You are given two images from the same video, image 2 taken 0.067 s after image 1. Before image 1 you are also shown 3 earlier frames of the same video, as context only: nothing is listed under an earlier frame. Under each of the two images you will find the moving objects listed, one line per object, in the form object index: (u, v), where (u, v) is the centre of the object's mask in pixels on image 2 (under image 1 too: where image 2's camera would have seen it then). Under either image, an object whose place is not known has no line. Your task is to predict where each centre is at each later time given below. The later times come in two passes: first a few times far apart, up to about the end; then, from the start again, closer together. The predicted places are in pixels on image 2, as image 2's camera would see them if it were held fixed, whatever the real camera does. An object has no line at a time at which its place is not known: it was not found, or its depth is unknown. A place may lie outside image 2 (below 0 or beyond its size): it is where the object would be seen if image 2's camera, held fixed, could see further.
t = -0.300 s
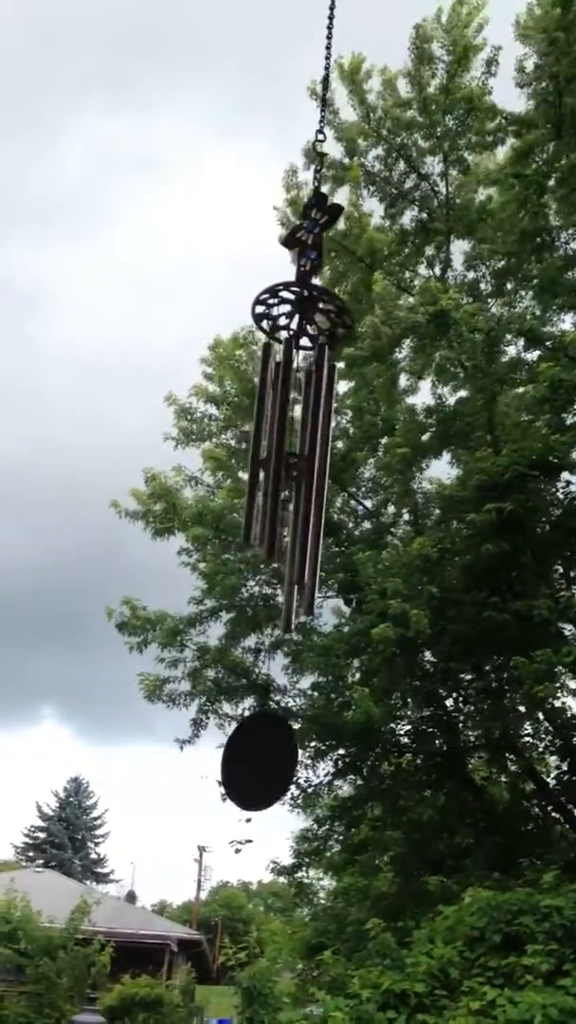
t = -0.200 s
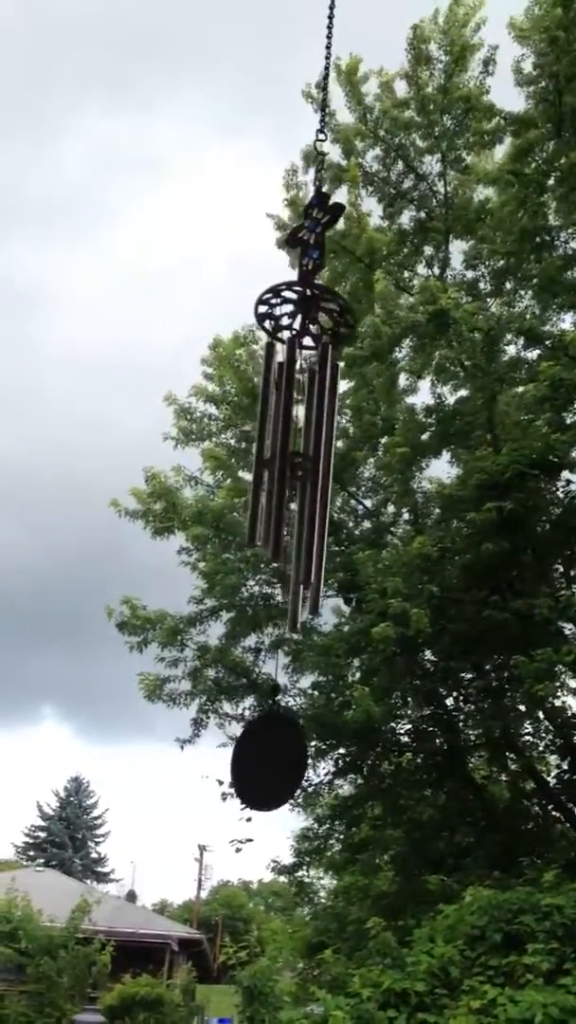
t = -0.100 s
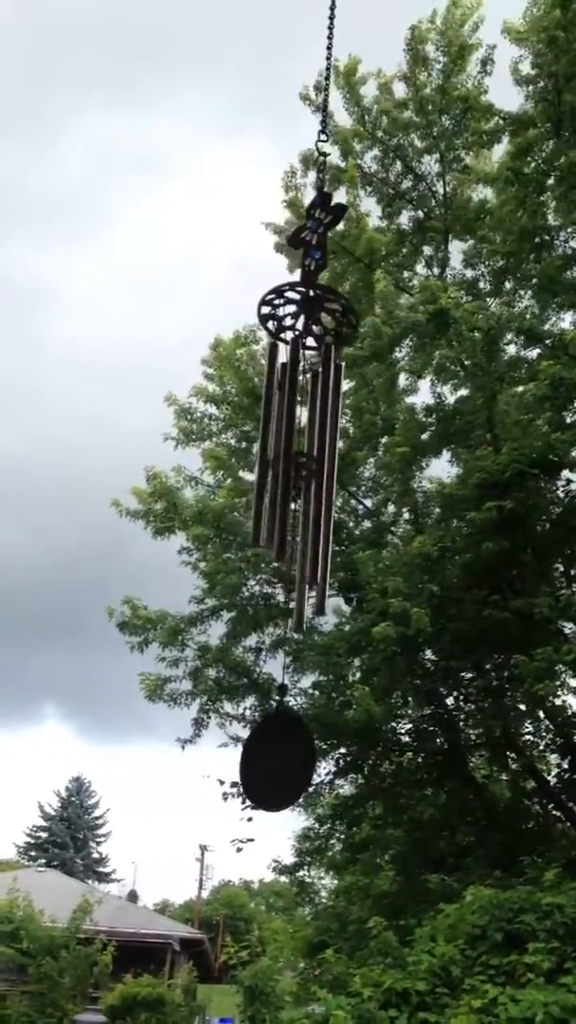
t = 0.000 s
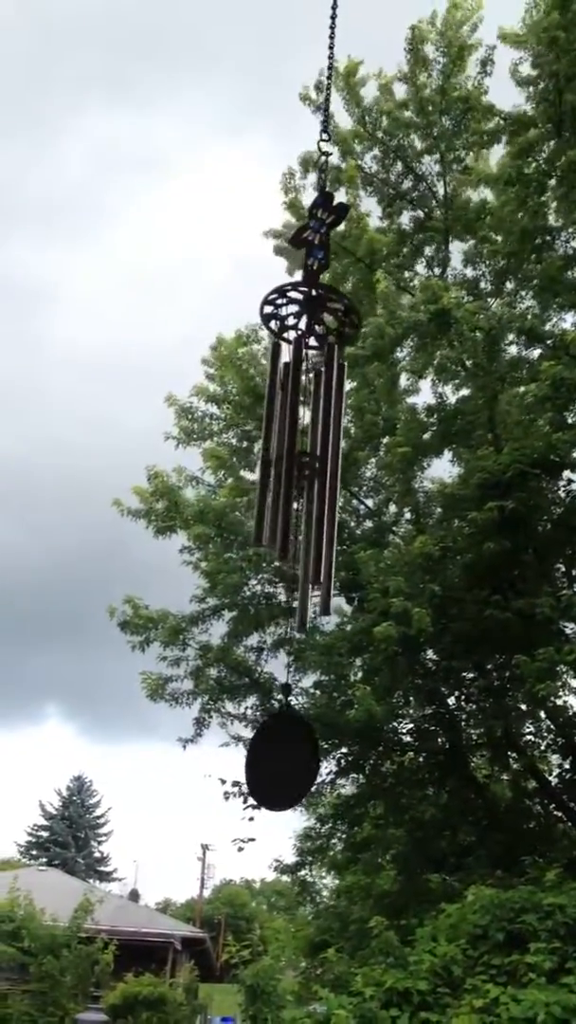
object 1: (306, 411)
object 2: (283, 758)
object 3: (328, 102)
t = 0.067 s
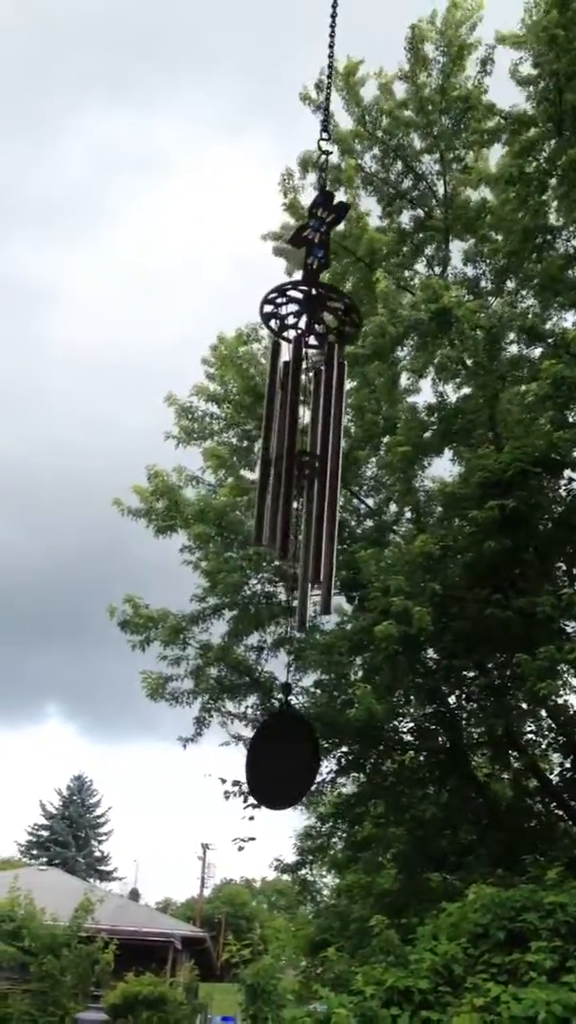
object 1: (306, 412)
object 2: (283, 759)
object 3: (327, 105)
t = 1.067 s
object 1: (278, 410)
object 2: (229, 754)
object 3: (312, 106)
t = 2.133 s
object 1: (271, 402)
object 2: (220, 752)
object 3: (305, 115)
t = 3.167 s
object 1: (301, 410)
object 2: (284, 758)
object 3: (318, 123)
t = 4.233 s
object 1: (286, 416)
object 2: (249, 765)
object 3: (317, 106)
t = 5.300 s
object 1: (282, 420)
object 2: (233, 769)
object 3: (319, 100)
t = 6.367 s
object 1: (312, 421)
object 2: (301, 770)
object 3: (328, 102)
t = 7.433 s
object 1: (299, 417)
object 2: (271, 761)
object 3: (322, 108)
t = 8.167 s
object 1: (300, 421)
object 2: (278, 765)
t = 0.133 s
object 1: (305, 413)
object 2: (281, 758)
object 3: (327, 103)
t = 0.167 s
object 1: (304, 412)
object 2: (280, 758)
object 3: (326, 103)
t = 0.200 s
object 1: (303, 411)
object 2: (278, 758)
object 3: (326, 102)
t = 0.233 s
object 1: (302, 412)
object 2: (275, 758)
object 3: (326, 102)
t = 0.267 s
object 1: (301, 412)
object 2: (272, 757)
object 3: (325, 103)
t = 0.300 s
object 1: (299, 411)
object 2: (268, 758)
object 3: (324, 102)
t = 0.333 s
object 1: (297, 410)
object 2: (264, 758)
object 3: (323, 102)
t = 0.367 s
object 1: (295, 411)
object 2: (260, 757)
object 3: (322, 102)
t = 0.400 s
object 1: (294, 410)
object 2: (257, 757)
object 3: (322, 103)
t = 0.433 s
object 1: (292, 409)
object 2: (253, 756)
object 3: (321, 102)
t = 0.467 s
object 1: (291, 408)
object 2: (249, 757)
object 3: (322, 102)
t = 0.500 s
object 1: (289, 409)
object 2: (244, 758)
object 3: (321, 105)
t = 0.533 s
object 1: (287, 409)
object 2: (240, 758)
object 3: (320, 104)
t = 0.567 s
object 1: (285, 409)
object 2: (236, 759)
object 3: (318, 105)
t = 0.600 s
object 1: (283, 409)
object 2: (233, 759)
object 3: (318, 107)
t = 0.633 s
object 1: (283, 410)
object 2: (230, 759)
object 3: (318, 108)
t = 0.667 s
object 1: (282, 410)
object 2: (227, 760)
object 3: (318, 107)
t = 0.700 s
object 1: (281, 410)
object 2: (225, 759)
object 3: (318, 105)
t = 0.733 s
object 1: (280, 409)
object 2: (224, 759)
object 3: (318, 104)
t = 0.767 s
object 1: (279, 409)
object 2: (222, 758)
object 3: (317, 104)
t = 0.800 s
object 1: (278, 410)
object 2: (221, 757)
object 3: (316, 105)
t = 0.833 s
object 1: (278, 410)
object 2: (221, 757)
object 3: (316, 105)
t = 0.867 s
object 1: (277, 409)
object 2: (221, 755)
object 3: (315, 104)
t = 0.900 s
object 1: (276, 410)
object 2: (221, 755)
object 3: (314, 104)
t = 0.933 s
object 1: (276, 409)
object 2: (222, 754)
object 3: (314, 104)
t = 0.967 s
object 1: (276, 410)
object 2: (223, 754)
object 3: (313, 104)
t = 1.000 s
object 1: (277, 411)
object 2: (225, 753)
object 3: (313, 106)
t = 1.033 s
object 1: (277, 412)
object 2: (227, 754)
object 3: (313, 106)
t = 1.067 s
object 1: (278, 410)
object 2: (229, 754)
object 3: (312, 106)
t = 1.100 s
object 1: (278, 410)
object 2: (231, 754)
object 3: (311, 107)
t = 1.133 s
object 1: (279, 409)
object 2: (234, 754)
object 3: (312, 106)
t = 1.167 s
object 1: (280, 409)
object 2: (238, 754)
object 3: (312, 108)
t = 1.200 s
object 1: (281, 406)
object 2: (241, 753)
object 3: (312, 108)
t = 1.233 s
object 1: (282, 405)
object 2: (244, 753)
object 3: (311, 107)
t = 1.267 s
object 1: (283, 405)
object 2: (248, 752)
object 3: (312, 107)
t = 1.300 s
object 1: (285, 403)
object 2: (251, 752)
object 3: (312, 107)
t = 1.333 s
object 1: (286, 403)
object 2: (254, 752)
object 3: (312, 109)
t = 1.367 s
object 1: (287, 402)
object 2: (257, 751)
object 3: (312, 108)
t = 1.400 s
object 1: (289, 402)
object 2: (260, 750)
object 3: (313, 109)
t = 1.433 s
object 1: (290, 400)
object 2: (264, 749)
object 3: (314, 110)
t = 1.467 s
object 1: (293, 400)
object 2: (267, 749)
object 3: (315, 110)
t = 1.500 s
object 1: (294, 401)
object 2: (269, 749)
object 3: (316, 112)
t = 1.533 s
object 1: (295, 402)
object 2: (270, 749)
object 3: (316, 112)
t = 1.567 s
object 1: (295, 403)
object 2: (271, 750)
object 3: (316, 112)
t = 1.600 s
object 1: (296, 404)
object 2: (271, 750)
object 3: (316, 113)
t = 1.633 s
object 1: (295, 404)
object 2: (270, 751)
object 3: (316, 112)
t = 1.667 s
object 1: (295, 406)
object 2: (269, 751)
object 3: (315, 113)
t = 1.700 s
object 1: (294, 405)
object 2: (267, 751)
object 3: (314, 114)
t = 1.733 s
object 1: (292, 406)
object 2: (265, 752)
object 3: (313, 114)
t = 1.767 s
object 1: (291, 406)
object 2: (262, 753)
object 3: (313, 114)
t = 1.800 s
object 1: (290, 406)
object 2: (259, 753)
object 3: (312, 114)
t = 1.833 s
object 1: (288, 406)
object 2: (256, 753)
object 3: (311, 114)
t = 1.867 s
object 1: (286, 406)
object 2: (252, 754)
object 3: (311, 114)
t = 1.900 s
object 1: (284, 406)
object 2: (249, 754)
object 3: (310, 113)
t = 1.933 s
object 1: (283, 405)
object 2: (246, 753)
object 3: (310, 113)
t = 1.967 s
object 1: (282, 404)
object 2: (242, 753)
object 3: (309, 114)
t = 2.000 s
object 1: (280, 404)
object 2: (238, 753)
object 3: (309, 115)
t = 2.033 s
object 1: (278, 403)
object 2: (234, 752)
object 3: (308, 114)
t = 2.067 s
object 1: (275, 402)
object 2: (229, 753)
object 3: (307, 114)
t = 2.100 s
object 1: (273, 402)
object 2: (224, 752)
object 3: (306, 115)
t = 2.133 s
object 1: (271, 402)
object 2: (220, 752)
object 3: (305, 115)
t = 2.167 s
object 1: (269, 402)
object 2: (216, 751)
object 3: (304, 116)
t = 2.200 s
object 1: (268, 401)
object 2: (213, 750)
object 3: (303, 116)
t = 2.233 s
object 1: (266, 400)
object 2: (210, 750)
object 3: (303, 115)
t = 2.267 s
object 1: (265, 400)
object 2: (207, 750)
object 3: (302, 115)
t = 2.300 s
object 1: (265, 401)
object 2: (206, 749)
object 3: (302, 116)
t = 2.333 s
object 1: (265, 401)
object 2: (205, 749)
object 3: (302, 115)
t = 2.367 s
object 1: (264, 402)
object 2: (204, 749)
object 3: (302, 115)
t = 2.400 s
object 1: (264, 403)
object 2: (204, 748)
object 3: (302, 115)
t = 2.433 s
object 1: (265, 403)
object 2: (205, 748)
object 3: (302, 115)
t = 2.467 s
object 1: (266, 402)
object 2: (207, 747)
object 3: (303, 116)
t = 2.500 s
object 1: (267, 403)
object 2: (209, 747)
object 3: (303, 117)
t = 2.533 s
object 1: (268, 403)
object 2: (212, 747)
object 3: (304, 116)
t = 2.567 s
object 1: (271, 401)
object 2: (216, 747)
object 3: (305, 117)
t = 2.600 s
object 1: (273, 403)
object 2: (220, 747)
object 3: (306, 117)
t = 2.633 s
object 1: (275, 402)
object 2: (224, 748)
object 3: (307, 117)
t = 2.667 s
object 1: (277, 401)
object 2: (228, 748)
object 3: (307, 117)
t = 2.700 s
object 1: (280, 401)
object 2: (234, 749)
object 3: (308, 118)
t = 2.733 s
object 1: (282, 401)
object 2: (239, 749)
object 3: (309, 118)
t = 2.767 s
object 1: (284, 401)
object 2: (245, 749)
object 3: (311, 118)
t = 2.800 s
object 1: (286, 401)
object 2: (250, 750)
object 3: (311, 119)
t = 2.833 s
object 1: (289, 401)
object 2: (256, 749)
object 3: (312, 119)
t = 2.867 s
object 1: (291, 400)
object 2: (261, 750)
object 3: (313, 118)
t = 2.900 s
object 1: (292, 401)
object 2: (265, 751)
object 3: (314, 119)
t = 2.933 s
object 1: (294, 402)
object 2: (269, 751)
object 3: (315, 119)
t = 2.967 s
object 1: (295, 403)
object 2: (273, 752)
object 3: (315, 119)
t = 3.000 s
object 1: (296, 404)
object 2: (276, 753)
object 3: (315, 121)
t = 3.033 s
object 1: (298, 405)
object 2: (279, 755)
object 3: (316, 121)
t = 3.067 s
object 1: (299, 406)
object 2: (281, 756)
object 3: (317, 121)
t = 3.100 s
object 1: (300, 407)
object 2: (283, 757)
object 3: (317, 122)
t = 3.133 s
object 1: (300, 409)
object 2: (283, 758)
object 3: (318, 123)
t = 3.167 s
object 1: (301, 410)
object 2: (284, 758)
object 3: (318, 123)
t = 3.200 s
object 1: (301, 412)
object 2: (283, 759)
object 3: (318, 123)
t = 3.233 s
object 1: (301, 414)
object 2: (283, 760)
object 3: (319, 122)
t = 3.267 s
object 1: (301, 414)
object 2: (281, 760)
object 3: (320, 121)
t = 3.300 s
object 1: (299, 417)
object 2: (277, 763)
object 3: (319, 121)
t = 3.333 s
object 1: (298, 418)
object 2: (273, 765)
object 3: (319, 119)
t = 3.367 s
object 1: (296, 419)
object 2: (269, 766)
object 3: (319, 116)
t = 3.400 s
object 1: (294, 420)
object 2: (264, 768)
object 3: (318, 115)
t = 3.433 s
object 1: (292, 420)
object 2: (259, 768)
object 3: (317, 113)
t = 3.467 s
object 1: (289, 422)
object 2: (253, 770)
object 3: (316, 112)
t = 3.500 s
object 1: (287, 421)
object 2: (247, 769)
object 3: (315, 110)
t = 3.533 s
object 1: (285, 419)
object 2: (242, 768)
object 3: (315, 108)
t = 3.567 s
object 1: (283, 418)
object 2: (237, 768)
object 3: (314, 107)
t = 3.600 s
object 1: (282, 418)
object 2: (232, 768)
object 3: (314, 106)
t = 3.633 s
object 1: (279, 418)
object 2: (228, 767)
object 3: (313, 104)
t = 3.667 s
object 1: (277, 419)
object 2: (224, 766)
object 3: (312, 103)
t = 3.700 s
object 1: (275, 418)
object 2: (220, 767)
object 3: (312, 104)
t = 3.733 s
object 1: (275, 418)
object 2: (218, 766)
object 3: (312, 103)
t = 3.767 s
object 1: (273, 418)
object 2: (216, 766)
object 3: (311, 103)
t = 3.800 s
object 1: (272, 418)
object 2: (214, 766)
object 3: (311, 102)
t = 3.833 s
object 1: (271, 417)
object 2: (213, 765)
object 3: (310, 104)
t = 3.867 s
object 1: (271, 417)
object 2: (213, 765)
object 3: (310, 104)
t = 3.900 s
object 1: (271, 417)
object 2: (213, 765)
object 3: (311, 103)
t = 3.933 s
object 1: (271, 418)
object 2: (214, 765)
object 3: (310, 104)
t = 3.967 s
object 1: (271, 415)
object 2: (216, 765)
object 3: (310, 105)
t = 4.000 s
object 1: (272, 418)
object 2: (218, 764)
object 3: (311, 106)
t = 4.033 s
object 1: (274, 418)
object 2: (221, 764)
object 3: (311, 106)
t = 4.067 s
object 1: (275, 416)
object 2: (225, 764)
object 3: (312, 105)
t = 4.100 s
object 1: (277, 418)
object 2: (230, 764)
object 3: (313, 106)
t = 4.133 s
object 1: (279, 418)
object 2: (235, 764)
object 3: (314, 104)
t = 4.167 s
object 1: (282, 416)
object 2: (239, 765)
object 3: (315, 103)
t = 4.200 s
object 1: (284, 419)
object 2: (244, 765)
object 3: (316, 106)
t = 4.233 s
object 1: (286, 416)
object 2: (249, 765)
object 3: (317, 106)
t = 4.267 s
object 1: (289, 418)
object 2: (254, 765)
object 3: (318, 107)
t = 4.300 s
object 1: (291, 417)
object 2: (260, 764)
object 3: (319, 102)
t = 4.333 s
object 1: (294, 417)
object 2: (264, 764)
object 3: (320, 101)
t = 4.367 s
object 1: (295, 418)
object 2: (268, 763)
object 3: (321, 100)
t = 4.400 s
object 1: (298, 418)
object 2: (273, 764)
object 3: (322, 101)
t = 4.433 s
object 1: (300, 416)
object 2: (277, 764)
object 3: (323, 101)
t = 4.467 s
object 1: (302, 417)
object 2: (280, 764)
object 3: (323, 101)
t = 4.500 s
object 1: (303, 416)
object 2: (283, 765)
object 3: (323, 101)
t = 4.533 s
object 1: (305, 416)
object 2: (285, 766)
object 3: (323, 100)
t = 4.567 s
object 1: (307, 416)
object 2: (288, 765)
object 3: (325, 99)
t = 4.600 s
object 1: (308, 417)
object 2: (290, 766)
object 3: (325, 100)
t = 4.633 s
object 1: (308, 417)
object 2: (290, 766)
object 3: (325, 99)
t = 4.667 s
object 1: (309, 418)
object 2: (291, 767)
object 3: (325, 99)
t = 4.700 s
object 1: (310, 417)
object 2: (292, 767)
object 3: (325, 97)
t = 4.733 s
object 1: (310, 418)
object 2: (291, 768)
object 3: (325, 99)
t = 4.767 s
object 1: (310, 418)
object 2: (291, 768)
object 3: (325, 99)
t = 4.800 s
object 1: (309, 418)
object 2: (289, 770)
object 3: (325, 98)
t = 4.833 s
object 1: (307, 418)
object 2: (287, 770)
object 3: (324, 100)
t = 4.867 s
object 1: (307, 420)
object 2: (285, 771)
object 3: (325, 99)
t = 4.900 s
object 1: (305, 421)
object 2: (282, 771)
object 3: (324, 101)
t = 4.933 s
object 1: (303, 421)
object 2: (279, 771)
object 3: (324, 99)
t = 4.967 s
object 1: (301, 421)
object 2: (275, 771)
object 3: (323, 101)
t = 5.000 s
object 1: (298, 422)
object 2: (270, 773)
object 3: (322, 99)
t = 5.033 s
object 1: (297, 423)
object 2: (266, 772)
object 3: (322, 101)
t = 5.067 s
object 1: (295, 423)
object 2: (262, 771)
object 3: (322, 101)
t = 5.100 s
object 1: (292, 422)
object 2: (258, 770)
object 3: (321, 99)
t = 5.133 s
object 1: (290, 423)
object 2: (253, 771)
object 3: (321, 102)
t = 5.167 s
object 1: (289, 422)
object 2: (249, 770)
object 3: (321, 101)
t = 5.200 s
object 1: (287, 421)
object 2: (245, 770)
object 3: (320, 100)
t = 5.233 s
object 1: (285, 421)
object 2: (241, 770)
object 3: (320, 100)
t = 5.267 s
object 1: (283, 422)
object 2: (237, 770)
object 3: (319, 101)
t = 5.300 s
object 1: (282, 420)
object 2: (233, 769)
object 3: (319, 100)
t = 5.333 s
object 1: (281, 421)
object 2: (230, 769)
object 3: (318, 101)
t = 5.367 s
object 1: (280, 421)
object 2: (228, 768)
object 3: (318, 100)
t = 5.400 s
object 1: (280, 420)
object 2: (226, 767)
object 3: (318, 100)
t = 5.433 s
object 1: (280, 420)
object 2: (226, 766)
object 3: (319, 100)
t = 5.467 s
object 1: (279, 420)
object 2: (225, 766)
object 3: (318, 101)
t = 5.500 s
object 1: (279, 419)
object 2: (225, 766)
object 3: (318, 100)
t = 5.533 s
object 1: (279, 420)
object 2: (225, 766)
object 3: (319, 99)
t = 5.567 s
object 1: (280, 421)
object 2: (226, 765)
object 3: (319, 99)
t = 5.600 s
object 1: (282, 420)
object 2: (229, 765)
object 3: (319, 100)
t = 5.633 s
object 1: (284, 420)
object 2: (232, 764)
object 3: (320, 101)
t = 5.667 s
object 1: (286, 419)
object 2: (236, 764)
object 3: (321, 100)
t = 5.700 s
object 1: (288, 418)
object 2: (240, 763)
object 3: (322, 101)
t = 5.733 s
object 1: (290, 417)
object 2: (244, 764)
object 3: (323, 100)
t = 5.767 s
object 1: (293, 416)
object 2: (249, 763)
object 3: (323, 100)
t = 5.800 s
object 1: (295, 416)
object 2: (254, 762)
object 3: (324, 99)
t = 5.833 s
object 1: (297, 415)
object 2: (259, 762)
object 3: (325, 99)
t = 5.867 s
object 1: (299, 416)
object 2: (264, 763)
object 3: (325, 98)
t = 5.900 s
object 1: (301, 416)
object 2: (270, 763)
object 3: (326, 98)
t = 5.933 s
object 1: (304, 415)
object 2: (275, 763)
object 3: (326, 100)
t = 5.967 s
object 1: (306, 415)
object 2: (280, 764)
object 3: (327, 99)
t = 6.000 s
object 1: (307, 415)
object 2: (285, 764)
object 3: (327, 99)
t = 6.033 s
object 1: (309, 415)
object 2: (289, 764)
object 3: (327, 100)
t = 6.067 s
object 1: (311, 417)
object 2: (294, 763)
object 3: (328, 99)
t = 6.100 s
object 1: (312, 417)
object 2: (297, 765)
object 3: (328, 100)
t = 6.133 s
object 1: (313, 417)
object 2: (300, 766)
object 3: (328, 100)
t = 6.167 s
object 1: (313, 417)
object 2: (302, 767)
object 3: (328, 101)
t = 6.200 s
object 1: (314, 417)
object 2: (304, 767)
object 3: (328, 100)
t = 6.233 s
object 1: (314, 418)
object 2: (304, 768)
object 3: (328, 101)
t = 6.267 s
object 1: (314, 418)
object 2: (304, 769)
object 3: (328, 102)
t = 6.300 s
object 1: (313, 419)
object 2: (304, 769)
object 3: (328, 101)
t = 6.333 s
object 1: (313, 421)
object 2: (303, 770)
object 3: (328, 101)
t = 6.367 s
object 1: (312, 421)
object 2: (301, 770)
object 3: (328, 102)
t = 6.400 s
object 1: (311, 422)
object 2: (298, 771)
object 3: (327, 100)
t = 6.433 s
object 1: (310, 422)
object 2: (294, 772)
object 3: (326, 101)
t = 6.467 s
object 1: (308, 422)
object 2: (290, 772)
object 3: (325, 102)
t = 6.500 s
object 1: (306, 422)
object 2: (284, 772)
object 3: (324, 100)
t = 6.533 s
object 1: (304, 421)
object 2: (280, 773)
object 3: (324, 102)
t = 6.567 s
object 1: (302, 421)
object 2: (275, 772)
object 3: (323, 104)
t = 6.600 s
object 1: (301, 422)
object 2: (270, 772)
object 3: (323, 102)
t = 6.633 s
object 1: (299, 421)
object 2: (265, 772)
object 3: (322, 104)
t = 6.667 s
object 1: (298, 421)
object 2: (260, 772)
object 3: (322, 105)
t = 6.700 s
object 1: (296, 422)
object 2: (255, 772)
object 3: (322, 104)
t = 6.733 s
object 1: (293, 421)
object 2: (250, 772)
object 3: (321, 106)
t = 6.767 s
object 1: (291, 422)
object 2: (246, 772)
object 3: (320, 105)
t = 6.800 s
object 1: (289, 423)
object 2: (242, 772)
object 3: (319, 106)
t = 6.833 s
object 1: (287, 422)
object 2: (238, 771)
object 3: (318, 106)
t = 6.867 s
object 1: (286, 422)
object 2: (236, 771)
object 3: (318, 107)
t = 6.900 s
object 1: (284, 422)
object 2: (234, 770)
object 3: (317, 108)
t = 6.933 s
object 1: (283, 423)
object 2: (232, 770)
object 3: (316, 108)
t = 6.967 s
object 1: (282, 423)
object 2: (231, 770)
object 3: (316, 109)
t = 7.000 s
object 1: (281, 423)
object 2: (231, 770)
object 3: (315, 109)
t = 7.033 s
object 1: (280, 423)
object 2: (231, 770)
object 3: (315, 110)
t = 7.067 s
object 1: (280, 422)
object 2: (231, 770)
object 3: (315, 110)
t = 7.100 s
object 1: (280, 423)
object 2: (233, 769)
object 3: (315, 108)
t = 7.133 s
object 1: (281, 424)
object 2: (235, 769)
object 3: (315, 109)
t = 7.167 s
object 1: (282, 422)
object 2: (238, 768)
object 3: (316, 109)
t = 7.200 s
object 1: (284, 422)
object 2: (241, 768)
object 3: (316, 110)
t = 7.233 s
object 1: (285, 422)
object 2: (245, 767)
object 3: (317, 110)
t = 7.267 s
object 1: (286, 421)
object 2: (248, 767)
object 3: (317, 110)
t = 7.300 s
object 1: (289, 419)
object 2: (252, 765)
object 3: (318, 108)
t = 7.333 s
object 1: (291, 418)
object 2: (257, 764)
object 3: (319, 109)
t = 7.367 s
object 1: (294, 417)
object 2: (261, 764)
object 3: (320, 108)
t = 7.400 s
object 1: (296, 418)
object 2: (266, 762)
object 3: (321, 107)
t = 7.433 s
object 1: (299, 417)
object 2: (271, 761)
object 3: (322, 108)
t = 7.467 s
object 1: (301, 416)
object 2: (275, 762)
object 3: (323, 110)
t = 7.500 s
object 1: (303, 417)
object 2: (279, 761)
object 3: (323, 109)
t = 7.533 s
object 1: (306, 417)
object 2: (283, 762)
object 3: (324, 111)
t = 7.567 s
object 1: (307, 418)
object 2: (286, 763)
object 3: (324, 112)
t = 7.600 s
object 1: (309, 417)
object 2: (289, 762)
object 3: (324, 112)
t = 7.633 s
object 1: (311, 417)
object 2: (293, 763)
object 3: (325, 113)
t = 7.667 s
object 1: (312, 418)
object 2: (296, 764)
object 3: (326, 115)
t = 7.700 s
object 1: (313, 419)
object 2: (297, 765)
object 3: (326, 113)
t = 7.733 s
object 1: (314, 419)
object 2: (299, 766)
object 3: (326, 113)
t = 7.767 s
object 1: (314, 420)
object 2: (300, 766)
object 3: (326, 114)
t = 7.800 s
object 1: (315, 420)
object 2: (301, 766)
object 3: (326, 113)
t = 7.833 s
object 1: (314, 419)
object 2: (301, 766)
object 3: (326, 113)
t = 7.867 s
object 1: (314, 419)
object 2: (302, 766)
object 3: (326, 115)
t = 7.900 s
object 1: (313, 419)
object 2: (300, 766)
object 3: (325, 114)
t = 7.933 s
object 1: (312, 418)
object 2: (299, 766)
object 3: (325, 114)
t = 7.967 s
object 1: (311, 418)
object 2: (298, 765)
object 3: (325, 115)
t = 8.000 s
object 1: (309, 417)
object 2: (295, 764)
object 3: (324, 115)
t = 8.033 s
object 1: (307, 417)
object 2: (292, 763)
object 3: (323, 117)
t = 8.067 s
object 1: (305, 417)
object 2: (288, 764)
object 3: (323, 117)
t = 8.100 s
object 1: (303, 419)
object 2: (285, 765)
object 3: (322, 117)
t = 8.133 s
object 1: (300, 419)
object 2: (281, 765)
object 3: (322, 120)
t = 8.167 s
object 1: (300, 421)
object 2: (278, 765)
